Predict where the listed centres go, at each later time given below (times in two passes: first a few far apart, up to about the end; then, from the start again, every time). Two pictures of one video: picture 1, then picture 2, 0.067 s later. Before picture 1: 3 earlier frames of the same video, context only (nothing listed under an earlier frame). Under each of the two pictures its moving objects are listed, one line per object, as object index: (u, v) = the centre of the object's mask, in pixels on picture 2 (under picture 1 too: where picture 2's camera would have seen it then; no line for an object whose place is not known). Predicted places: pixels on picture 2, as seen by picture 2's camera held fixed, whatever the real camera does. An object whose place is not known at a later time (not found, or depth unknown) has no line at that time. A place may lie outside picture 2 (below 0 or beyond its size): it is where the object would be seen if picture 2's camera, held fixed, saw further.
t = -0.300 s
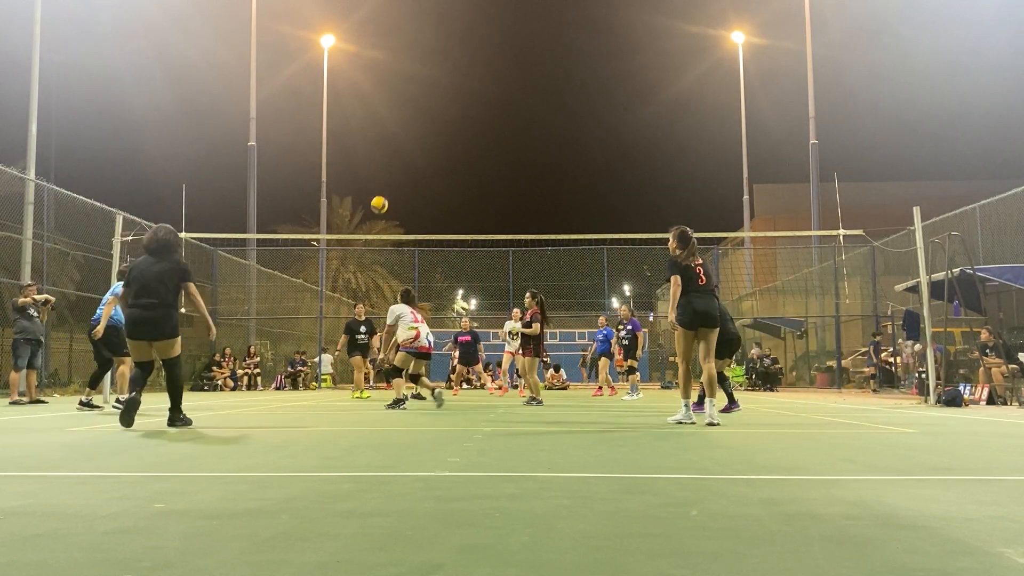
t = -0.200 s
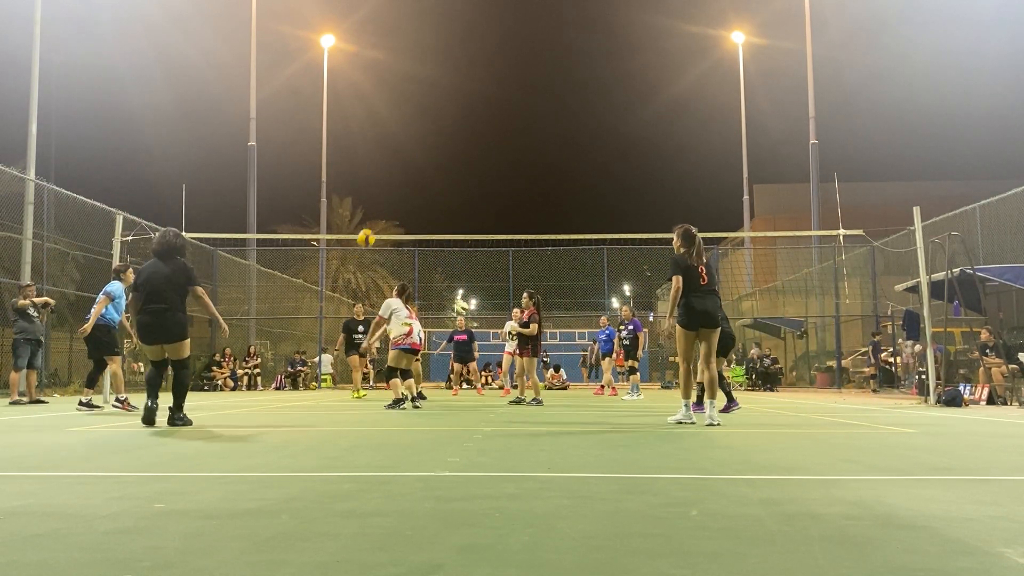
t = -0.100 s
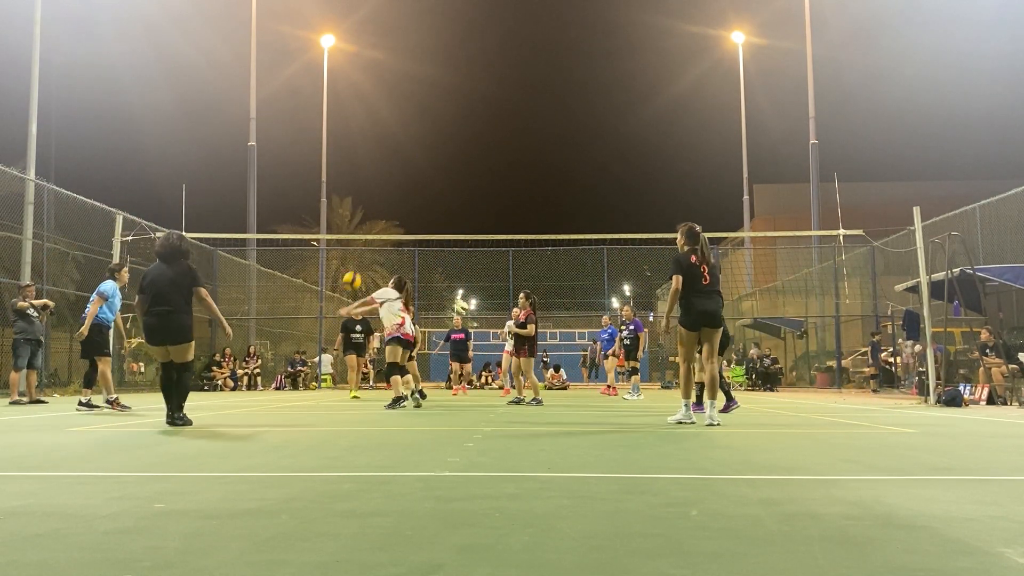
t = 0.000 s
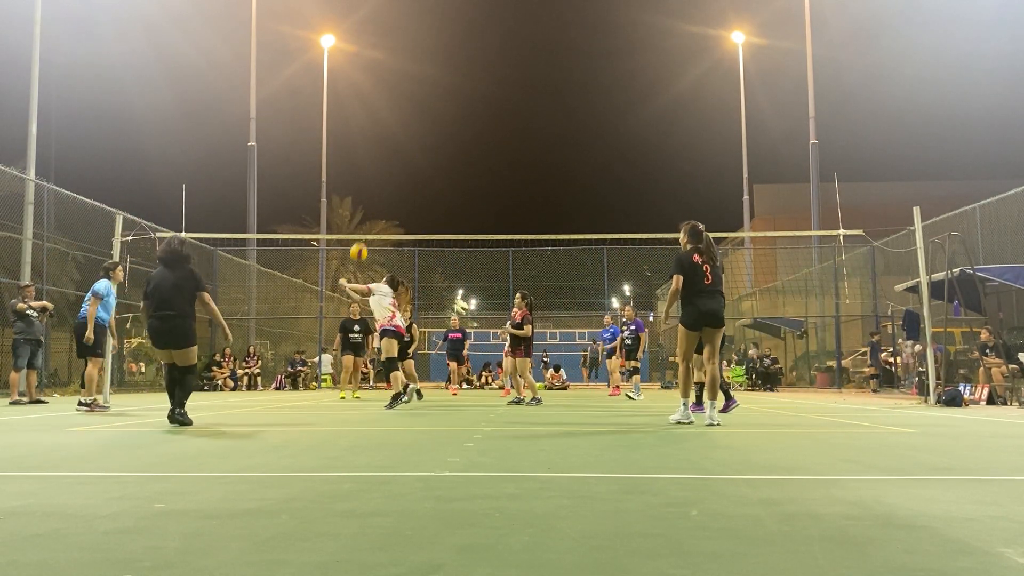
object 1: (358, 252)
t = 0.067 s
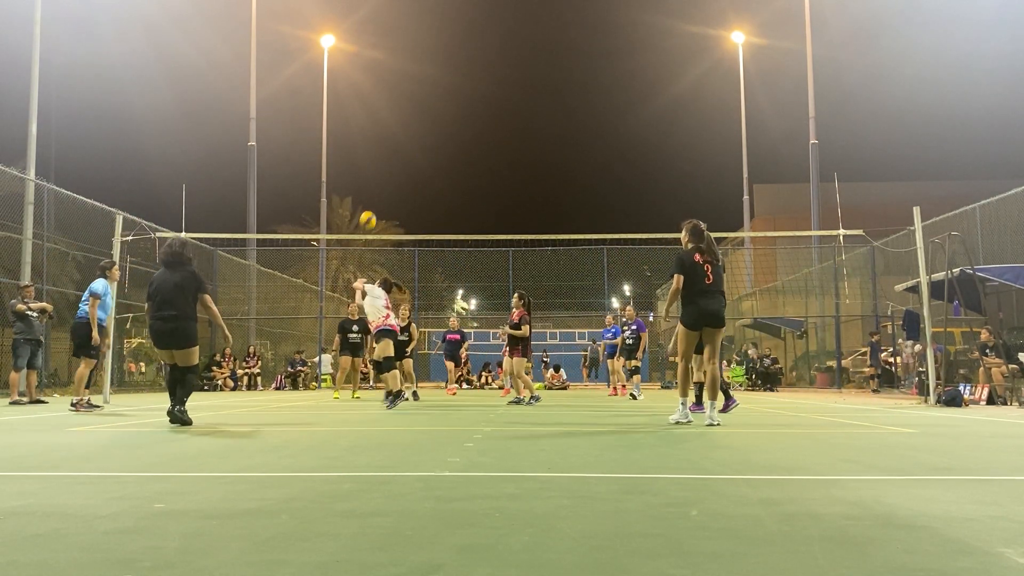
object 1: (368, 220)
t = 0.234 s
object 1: (388, 165)
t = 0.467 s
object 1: (410, 132)
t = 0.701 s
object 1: (427, 136)
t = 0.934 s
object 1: (440, 165)
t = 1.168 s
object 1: (450, 215)
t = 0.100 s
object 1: (372, 207)
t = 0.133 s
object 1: (376, 194)
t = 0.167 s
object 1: (380, 183)
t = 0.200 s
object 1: (384, 173)
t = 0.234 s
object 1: (388, 165)
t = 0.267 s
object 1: (391, 157)
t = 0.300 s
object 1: (395, 150)
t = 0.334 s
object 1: (398, 145)
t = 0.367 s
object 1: (401, 140)
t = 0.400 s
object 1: (404, 137)
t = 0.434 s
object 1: (407, 134)
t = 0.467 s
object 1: (410, 132)
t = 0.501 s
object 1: (413, 130)
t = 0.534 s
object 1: (416, 130)
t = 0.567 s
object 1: (418, 130)
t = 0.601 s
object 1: (420, 130)
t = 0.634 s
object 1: (423, 131)
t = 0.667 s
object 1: (425, 133)
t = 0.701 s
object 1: (427, 136)
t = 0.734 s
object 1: (429, 139)
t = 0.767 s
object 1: (431, 142)
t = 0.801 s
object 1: (433, 145)
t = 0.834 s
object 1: (434, 150)
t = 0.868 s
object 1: (436, 155)
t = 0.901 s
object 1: (438, 160)
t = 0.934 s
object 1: (440, 165)
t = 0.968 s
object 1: (442, 171)
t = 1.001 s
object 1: (443, 178)
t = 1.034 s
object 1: (445, 184)
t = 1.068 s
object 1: (446, 192)
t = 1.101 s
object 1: (448, 199)
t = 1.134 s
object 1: (449, 207)
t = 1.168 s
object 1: (450, 215)
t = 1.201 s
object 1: (452, 224)
